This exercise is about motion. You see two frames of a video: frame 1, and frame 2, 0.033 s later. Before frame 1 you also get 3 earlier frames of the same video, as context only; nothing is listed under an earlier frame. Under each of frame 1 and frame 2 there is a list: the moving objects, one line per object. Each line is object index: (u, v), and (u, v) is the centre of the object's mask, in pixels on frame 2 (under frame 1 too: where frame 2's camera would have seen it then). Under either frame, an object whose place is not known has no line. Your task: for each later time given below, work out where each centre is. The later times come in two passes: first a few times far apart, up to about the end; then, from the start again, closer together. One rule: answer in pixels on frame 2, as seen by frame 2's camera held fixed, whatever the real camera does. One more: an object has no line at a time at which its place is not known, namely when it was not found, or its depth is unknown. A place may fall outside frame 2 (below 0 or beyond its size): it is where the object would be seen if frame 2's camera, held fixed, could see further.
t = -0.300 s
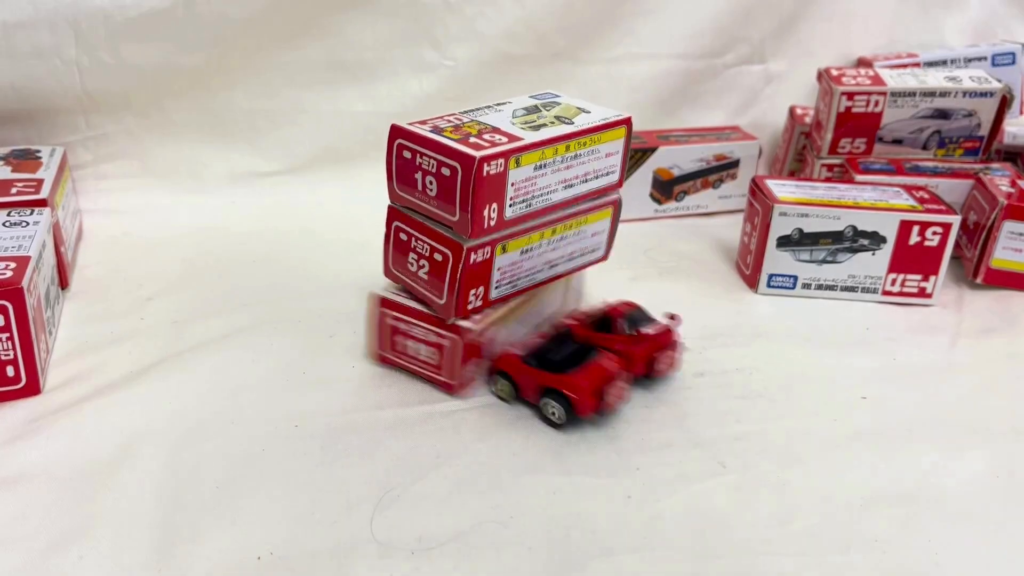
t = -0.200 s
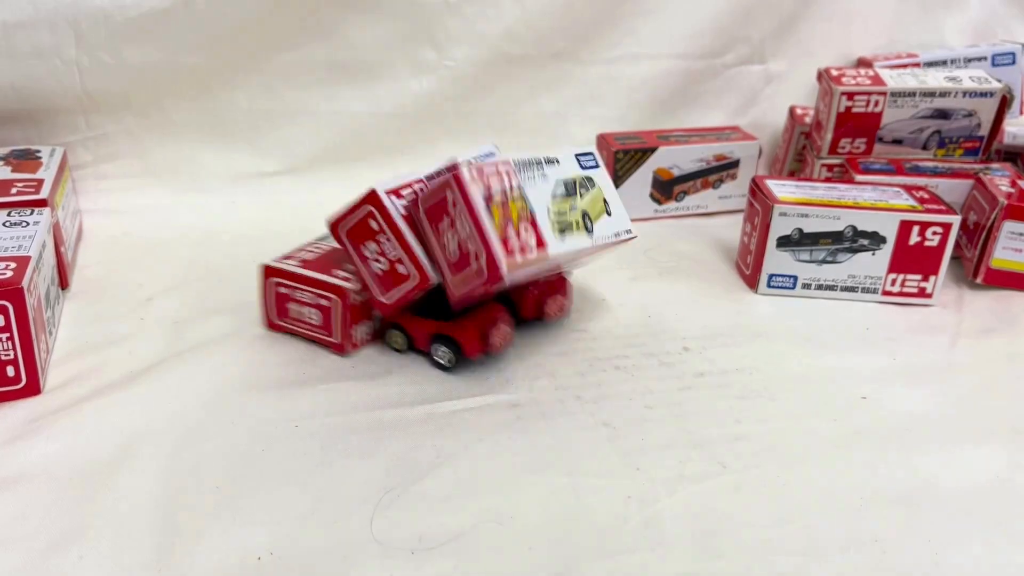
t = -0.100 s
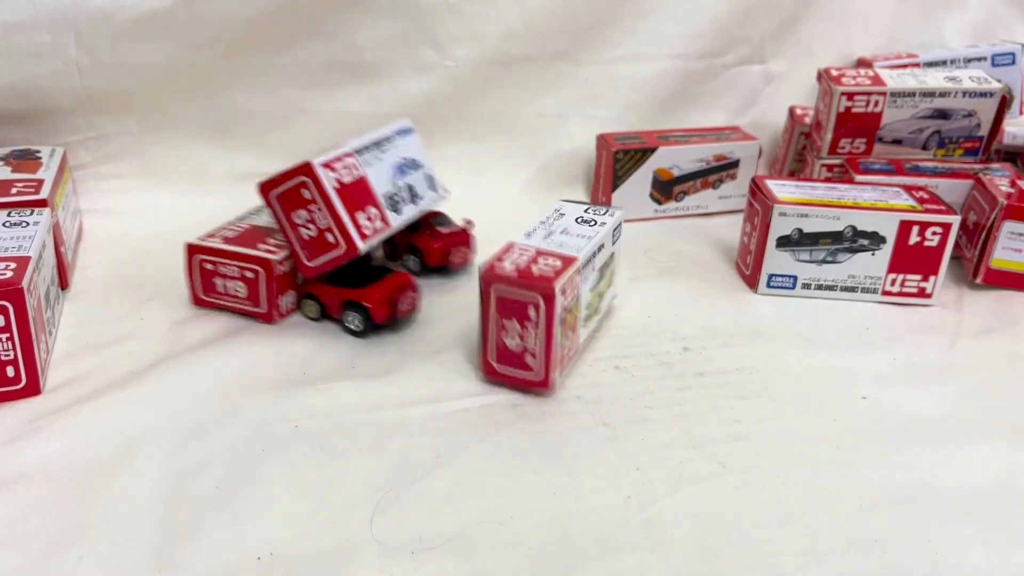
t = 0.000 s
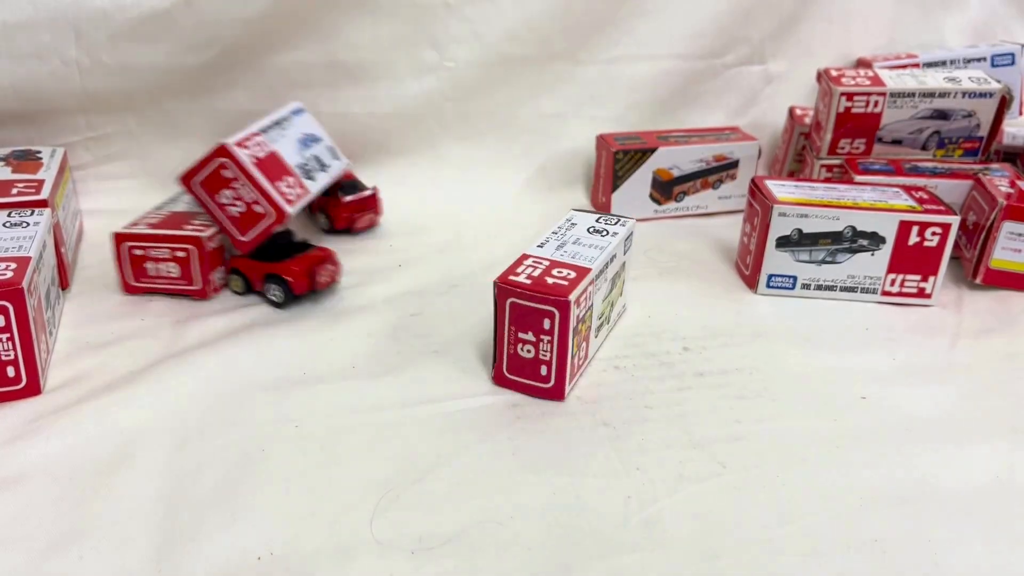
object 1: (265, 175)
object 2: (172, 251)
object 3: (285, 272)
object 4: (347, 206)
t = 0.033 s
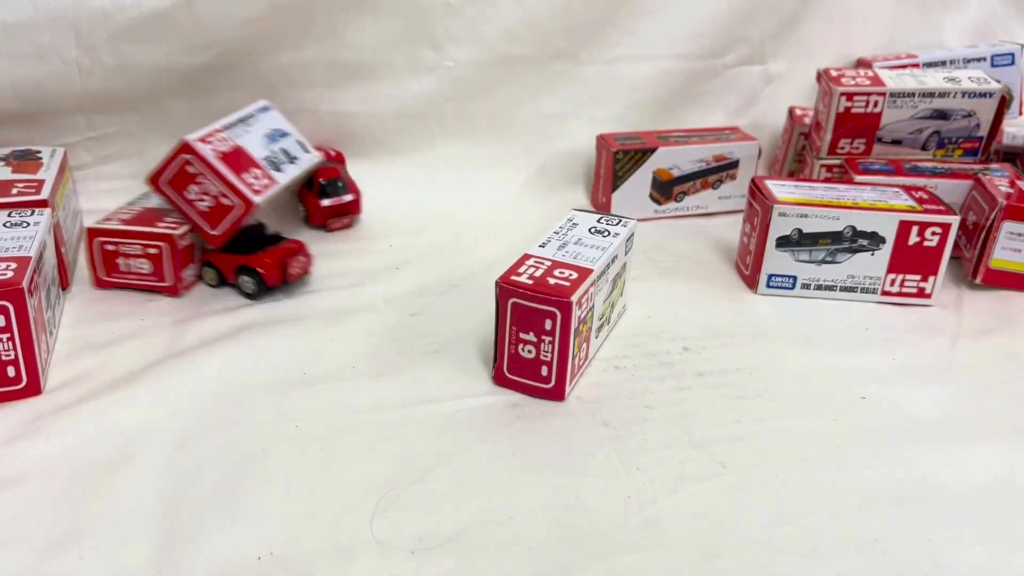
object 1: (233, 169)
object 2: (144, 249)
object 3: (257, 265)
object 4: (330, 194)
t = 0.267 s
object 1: (204, 171)
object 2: (108, 244)
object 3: (224, 256)
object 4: (321, 207)
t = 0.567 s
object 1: (206, 172)
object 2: (108, 244)
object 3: (224, 256)
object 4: (322, 207)
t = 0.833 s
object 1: (206, 172)
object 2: (108, 244)
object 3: (224, 256)
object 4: (323, 207)
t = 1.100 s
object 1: (206, 172)
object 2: (108, 244)
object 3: (224, 256)
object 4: (323, 207)
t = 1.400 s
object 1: (206, 172)
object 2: (108, 244)
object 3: (224, 256)
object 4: (323, 207)
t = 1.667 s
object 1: (206, 172)
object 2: (108, 244)
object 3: (224, 256)
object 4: (322, 207)
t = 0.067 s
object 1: (212, 168)
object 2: (119, 246)
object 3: (235, 258)
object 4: (321, 191)
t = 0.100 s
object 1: (199, 167)
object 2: (110, 245)
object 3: (226, 256)
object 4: (317, 194)
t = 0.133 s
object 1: (196, 168)
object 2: (108, 246)
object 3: (224, 256)
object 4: (318, 200)
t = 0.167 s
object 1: (198, 169)
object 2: (109, 246)
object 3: (224, 256)
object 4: (319, 205)
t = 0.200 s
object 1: (201, 170)
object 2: (108, 245)
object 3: (224, 256)
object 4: (319, 207)
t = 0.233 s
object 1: (202, 170)
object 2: (108, 245)
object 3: (224, 256)
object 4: (320, 206)
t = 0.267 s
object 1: (204, 171)
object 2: (108, 244)
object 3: (224, 256)
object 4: (321, 207)
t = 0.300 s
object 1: (205, 172)
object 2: (108, 244)
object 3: (224, 256)
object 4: (322, 207)
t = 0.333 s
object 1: (205, 172)
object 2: (108, 244)
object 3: (224, 256)
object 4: (322, 207)
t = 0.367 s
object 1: (205, 172)
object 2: (108, 244)
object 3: (224, 256)
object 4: (322, 207)
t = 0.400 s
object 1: (205, 172)
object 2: (108, 244)
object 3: (224, 256)
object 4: (322, 207)
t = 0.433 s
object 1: (205, 172)
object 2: (108, 244)
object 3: (224, 256)
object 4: (322, 207)
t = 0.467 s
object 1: (205, 172)
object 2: (108, 244)
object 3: (224, 255)
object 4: (322, 207)
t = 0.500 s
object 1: (205, 172)
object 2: (108, 244)
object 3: (224, 256)
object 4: (322, 207)
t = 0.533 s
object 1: (206, 172)
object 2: (108, 244)
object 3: (224, 256)
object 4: (322, 207)
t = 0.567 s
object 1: (206, 172)
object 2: (108, 244)
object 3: (224, 256)
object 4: (322, 207)
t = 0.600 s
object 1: (206, 172)
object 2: (108, 244)
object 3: (224, 256)
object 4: (323, 207)
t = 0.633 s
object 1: (206, 172)
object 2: (108, 244)
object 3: (224, 256)
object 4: (322, 207)
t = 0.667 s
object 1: (206, 172)
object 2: (108, 244)
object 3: (224, 256)
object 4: (322, 207)
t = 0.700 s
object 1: (206, 172)
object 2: (108, 244)
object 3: (224, 256)
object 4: (323, 207)
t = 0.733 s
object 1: (206, 172)
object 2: (108, 244)
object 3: (224, 256)
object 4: (323, 207)
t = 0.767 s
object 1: (206, 172)
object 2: (108, 244)
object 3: (224, 256)
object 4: (323, 207)
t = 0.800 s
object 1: (206, 172)
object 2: (108, 244)
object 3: (224, 256)
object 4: (323, 207)
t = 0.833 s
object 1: (206, 172)
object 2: (108, 244)
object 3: (224, 256)
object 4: (323, 207)
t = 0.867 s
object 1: (206, 172)
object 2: (108, 244)
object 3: (224, 256)
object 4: (323, 207)
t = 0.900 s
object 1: (206, 172)
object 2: (108, 244)
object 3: (224, 256)
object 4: (322, 207)
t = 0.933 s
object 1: (206, 172)
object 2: (108, 244)
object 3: (224, 256)
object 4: (322, 207)
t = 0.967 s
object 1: (206, 172)
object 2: (108, 244)
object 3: (224, 256)
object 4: (322, 207)
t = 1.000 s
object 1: (206, 172)
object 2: (108, 244)
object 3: (224, 256)
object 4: (323, 207)
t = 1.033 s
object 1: (206, 172)
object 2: (108, 244)
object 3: (224, 256)
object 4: (323, 207)
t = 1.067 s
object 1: (206, 172)
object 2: (108, 244)
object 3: (224, 256)
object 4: (323, 206)
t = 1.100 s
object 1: (206, 172)
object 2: (108, 244)
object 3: (224, 256)
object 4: (323, 207)
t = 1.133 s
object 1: (206, 172)
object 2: (108, 243)
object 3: (224, 256)
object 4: (323, 207)
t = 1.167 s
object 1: (206, 172)
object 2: (108, 244)
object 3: (224, 256)
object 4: (322, 207)
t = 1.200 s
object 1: (206, 172)
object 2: (108, 244)
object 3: (224, 256)
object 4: (322, 207)
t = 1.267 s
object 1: (206, 172)
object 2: (108, 244)
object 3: (224, 256)
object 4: (322, 207)
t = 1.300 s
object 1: (206, 172)
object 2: (108, 244)
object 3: (224, 256)
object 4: (322, 207)
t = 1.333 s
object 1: (206, 172)
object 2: (108, 244)
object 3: (224, 256)
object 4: (322, 207)
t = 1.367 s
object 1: (206, 172)
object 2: (108, 244)
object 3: (224, 256)
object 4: (323, 207)
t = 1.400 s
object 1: (206, 172)
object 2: (108, 244)
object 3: (224, 256)
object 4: (323, 207)
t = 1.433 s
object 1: (206, 172)
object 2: (108, 244)
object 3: (224, 256)
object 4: (323, 207)
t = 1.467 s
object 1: (206, 172)
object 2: (108, 244)
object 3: (224, 256)
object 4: (323, 207)
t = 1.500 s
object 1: (206, 172)
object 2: (108, 244)
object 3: (224, 256)
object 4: (323, 207)
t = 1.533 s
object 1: (206, 172)
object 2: (108, 244)
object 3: (224, 256)
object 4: (322, 207)
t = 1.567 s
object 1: (206, 172)
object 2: (108, 244)
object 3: (224, 256)
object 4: (323, 207)
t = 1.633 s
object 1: (206, 172)
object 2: (108, 244)
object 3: (224, 256)
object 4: (322, 207)
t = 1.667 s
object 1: (206, 172)
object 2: (108, 244)
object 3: (224, 256)
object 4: (322, 207)
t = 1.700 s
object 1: (206, 172)
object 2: (108, 244)
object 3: (224, 256)
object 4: (322, 207)
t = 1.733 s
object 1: (206, 172)
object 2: (108, 244)
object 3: (224, 256)
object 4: (323, 207)
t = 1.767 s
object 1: (206, 172)
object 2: (108, 244)
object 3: (224, 256)
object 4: (323, 207)
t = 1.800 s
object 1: (206, 172)
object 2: (108, 244)
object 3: (224, 256)
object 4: (323, 207)
